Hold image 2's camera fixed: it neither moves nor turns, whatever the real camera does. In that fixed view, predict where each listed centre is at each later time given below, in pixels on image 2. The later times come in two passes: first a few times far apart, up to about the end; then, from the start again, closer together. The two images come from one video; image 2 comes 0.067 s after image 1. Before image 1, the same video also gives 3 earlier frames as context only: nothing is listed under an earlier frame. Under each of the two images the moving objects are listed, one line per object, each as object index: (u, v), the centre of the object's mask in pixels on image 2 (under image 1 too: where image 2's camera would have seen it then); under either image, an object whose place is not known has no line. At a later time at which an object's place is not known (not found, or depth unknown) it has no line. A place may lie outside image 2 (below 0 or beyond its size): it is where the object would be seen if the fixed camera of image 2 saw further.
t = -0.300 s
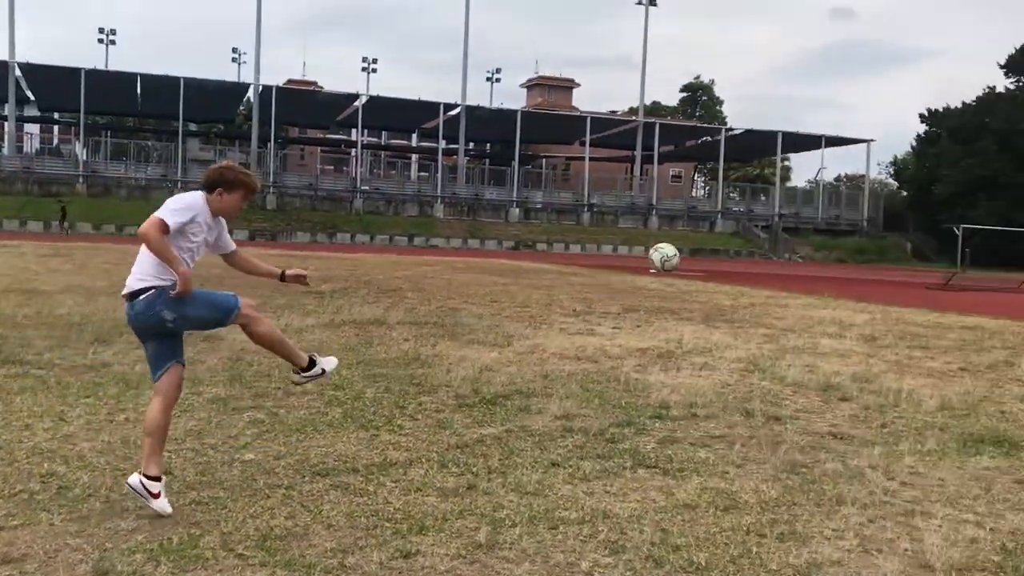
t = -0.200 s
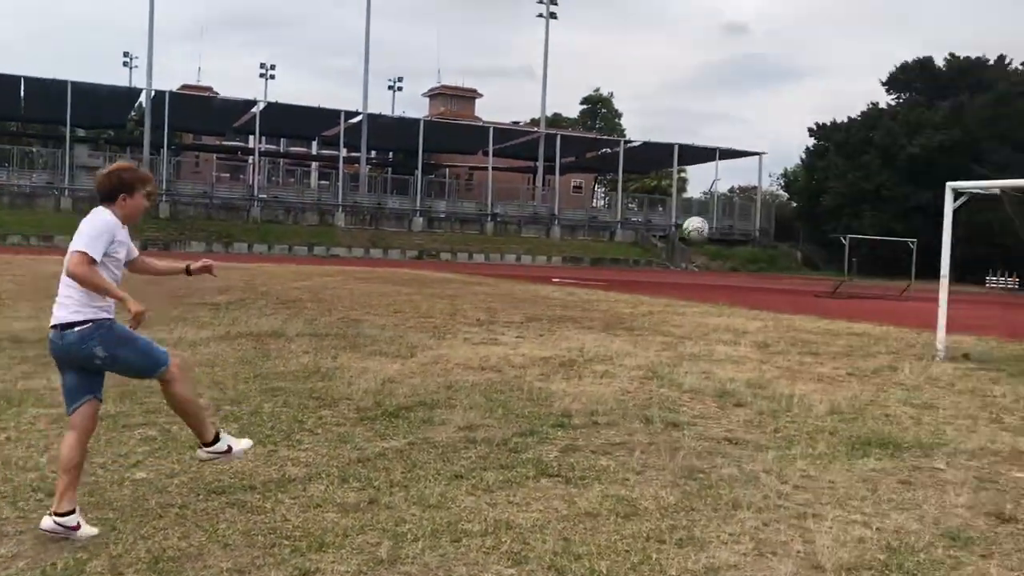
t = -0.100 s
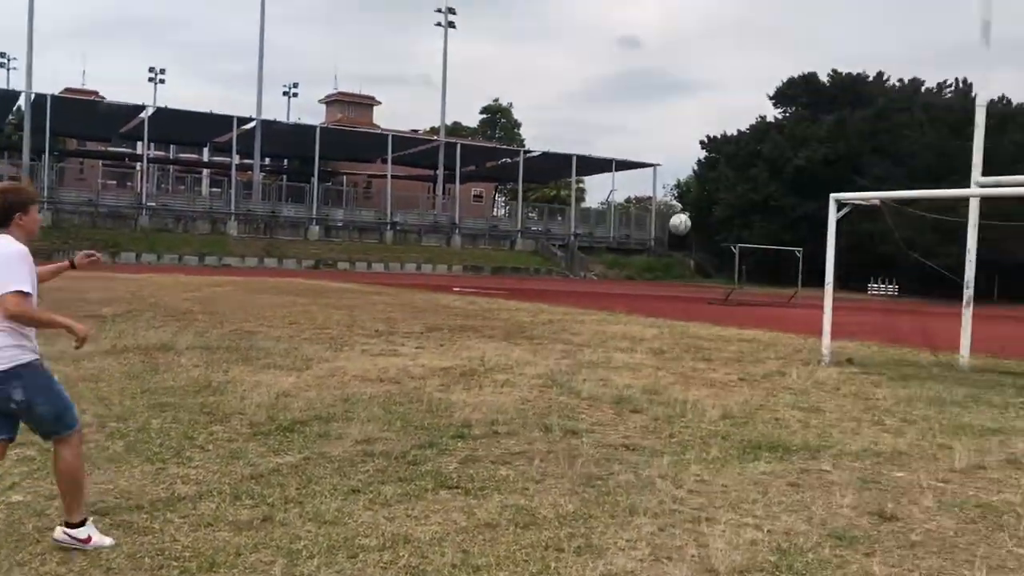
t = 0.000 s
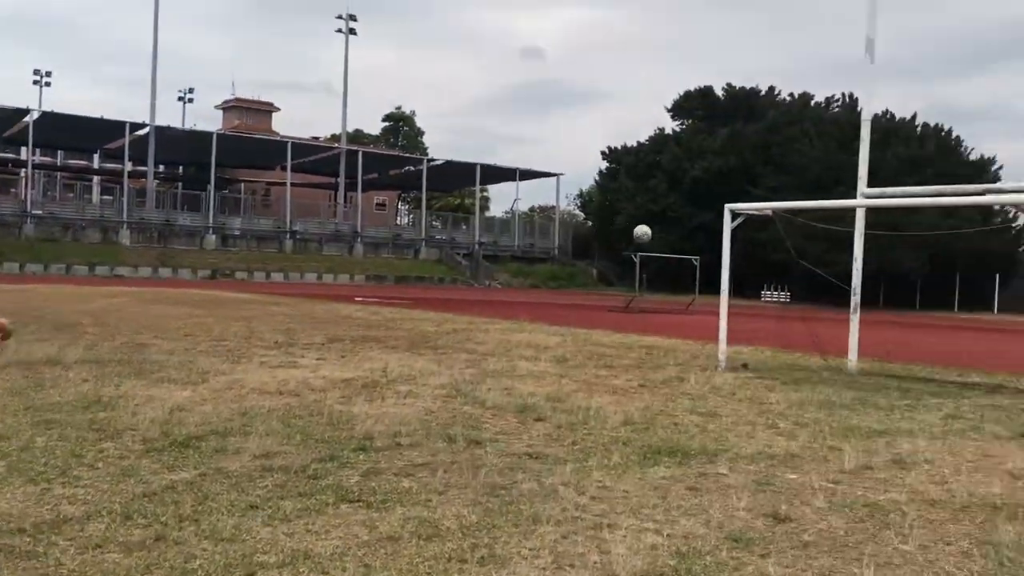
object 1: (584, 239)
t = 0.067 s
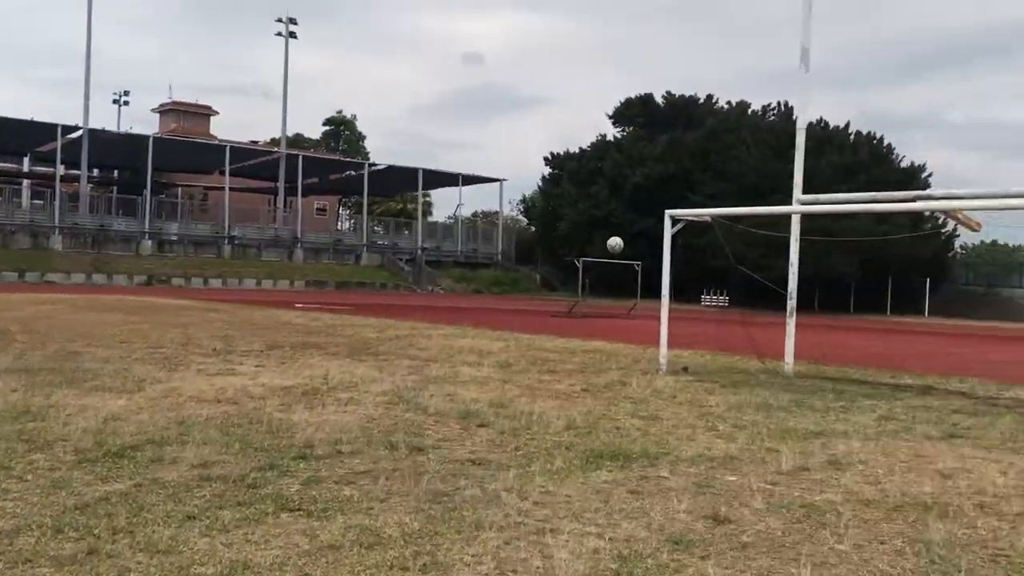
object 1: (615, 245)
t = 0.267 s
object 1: (691, 272)
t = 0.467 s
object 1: (841, 297)
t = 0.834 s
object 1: (1007, 365)
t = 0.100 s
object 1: (628, 249)
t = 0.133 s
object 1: (640, 253)
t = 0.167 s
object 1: (651, 258)
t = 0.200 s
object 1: (660, 264)
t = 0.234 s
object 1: (671, 270)
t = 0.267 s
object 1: (691, 272)
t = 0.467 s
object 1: (841, 297)
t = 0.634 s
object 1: (933, 324)
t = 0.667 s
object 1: (947, 330)
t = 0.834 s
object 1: (1007, 365)
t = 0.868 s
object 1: (1017, 373)
